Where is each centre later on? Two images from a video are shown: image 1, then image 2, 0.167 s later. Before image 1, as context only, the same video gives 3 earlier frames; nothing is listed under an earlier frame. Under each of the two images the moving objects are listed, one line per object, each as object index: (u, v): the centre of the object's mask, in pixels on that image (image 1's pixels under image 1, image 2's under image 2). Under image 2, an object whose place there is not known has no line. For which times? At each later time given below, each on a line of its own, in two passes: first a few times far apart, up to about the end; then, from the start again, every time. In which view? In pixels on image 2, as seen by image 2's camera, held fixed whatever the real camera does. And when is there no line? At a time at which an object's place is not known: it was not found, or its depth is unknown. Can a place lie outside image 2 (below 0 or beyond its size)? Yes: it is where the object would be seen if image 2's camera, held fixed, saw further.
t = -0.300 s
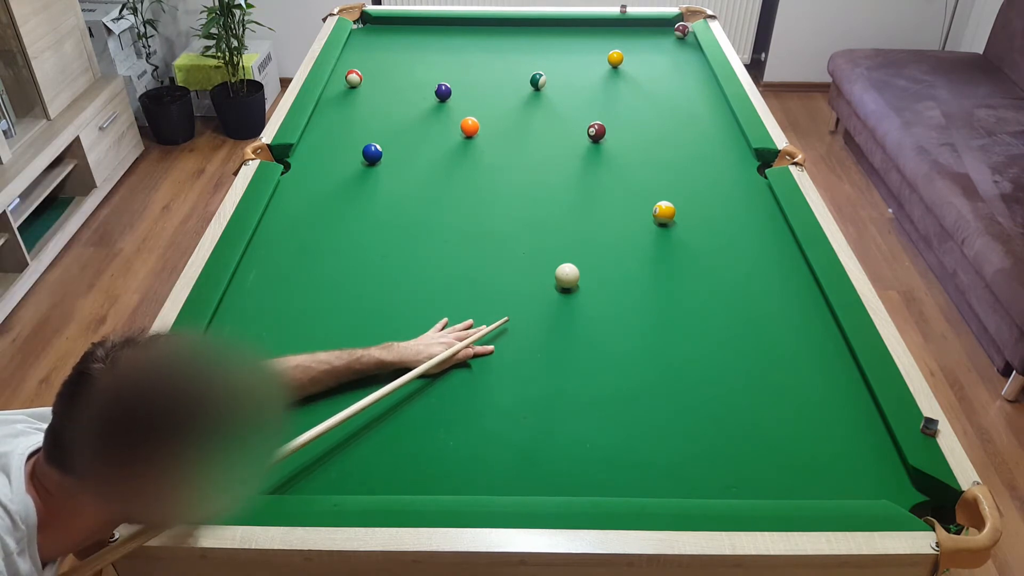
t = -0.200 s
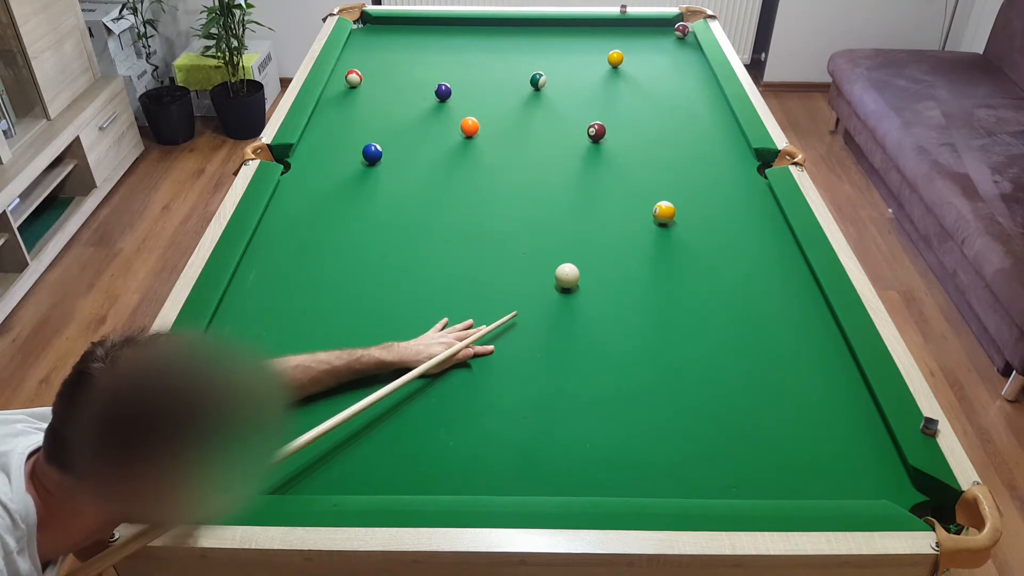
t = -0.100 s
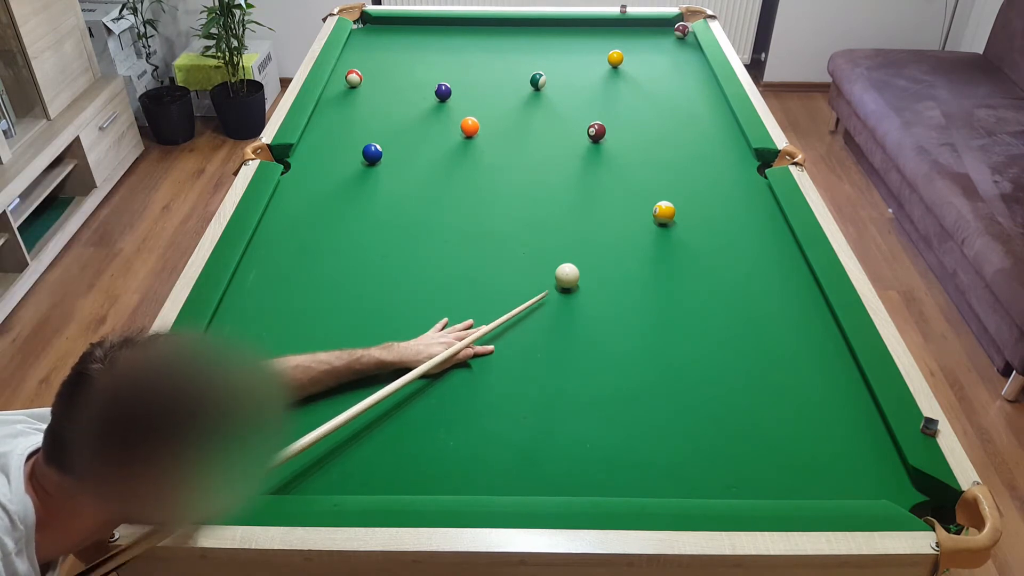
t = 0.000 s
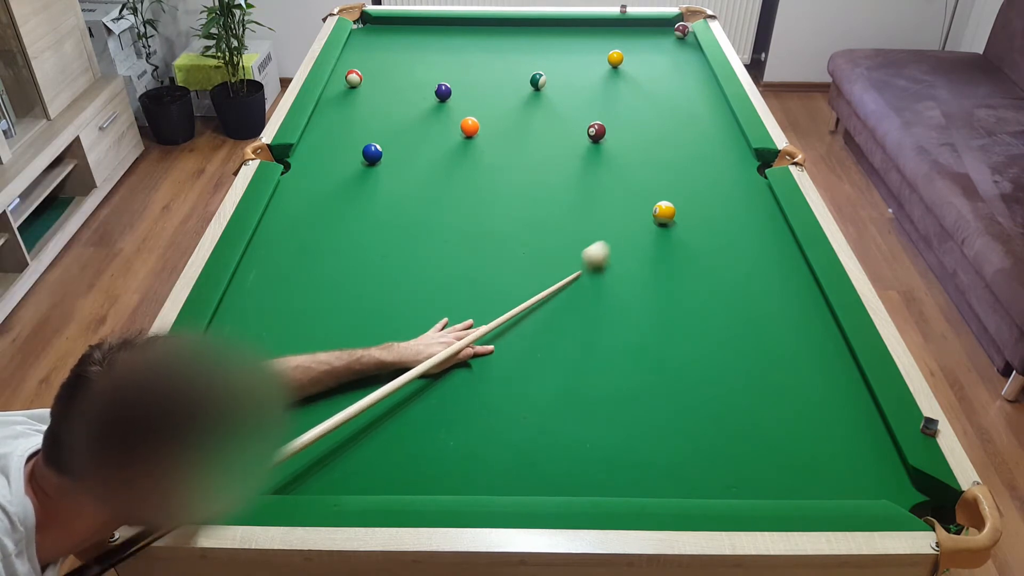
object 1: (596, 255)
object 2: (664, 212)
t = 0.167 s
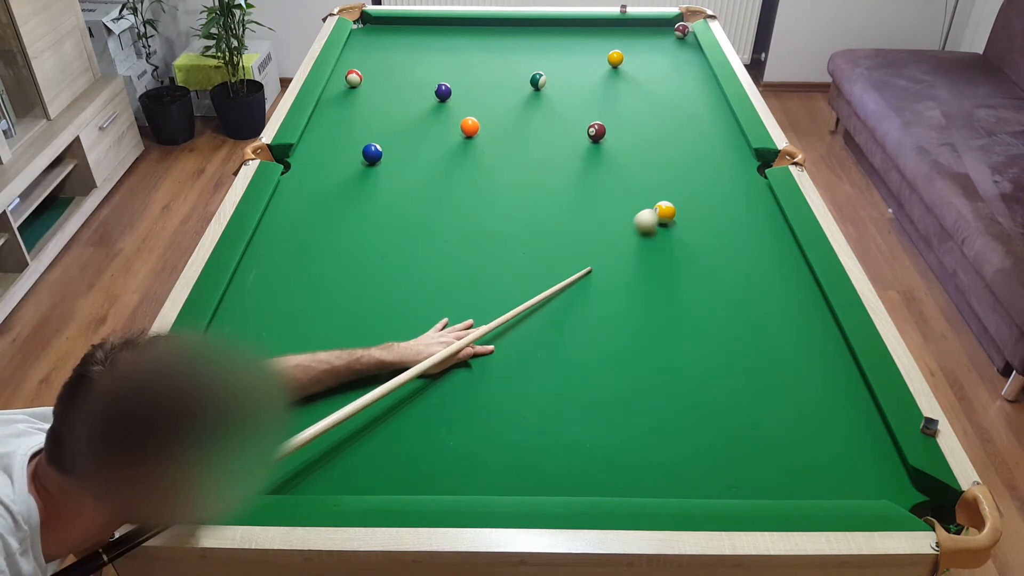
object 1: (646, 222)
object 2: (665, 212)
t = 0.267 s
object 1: (647, 217)
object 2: (682, 203)
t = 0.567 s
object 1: (645, 210)
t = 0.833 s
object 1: (643, 206)
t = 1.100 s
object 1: (641, 203)
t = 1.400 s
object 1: (641, 201)
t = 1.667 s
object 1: (641, 201)
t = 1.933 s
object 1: (641, 201)
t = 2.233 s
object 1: (641, 201)
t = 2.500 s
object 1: (641, 201)
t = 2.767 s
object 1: (641, 201)
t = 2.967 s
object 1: (641, 201)
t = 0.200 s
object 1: (648, 219)
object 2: (670, 209)
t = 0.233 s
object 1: (647, 218)
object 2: (677, 205)
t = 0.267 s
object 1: (647, 217)
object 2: (682, 203)
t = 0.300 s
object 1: (647, 217)
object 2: (688, 200)
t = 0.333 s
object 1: (647, 216)
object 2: (693, 197)
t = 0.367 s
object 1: (646, 215)
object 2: (698, 195)
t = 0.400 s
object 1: (646, 214)
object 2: (703, 192)
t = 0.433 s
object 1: (646, 213)
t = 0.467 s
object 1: (645, 213)
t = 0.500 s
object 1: (645, 212)
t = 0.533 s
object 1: (645, 211)
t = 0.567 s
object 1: (645, 210)
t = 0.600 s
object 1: (644, 210)
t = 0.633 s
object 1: (644, 209)
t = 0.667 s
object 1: (644, 208)
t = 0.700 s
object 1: (644, 208)
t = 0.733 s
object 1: (643, 207)
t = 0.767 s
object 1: (643, 207)
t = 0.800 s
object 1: (643, 206)
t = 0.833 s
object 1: (643, 206)
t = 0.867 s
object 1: (643, 205)
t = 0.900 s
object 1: (642, 205)
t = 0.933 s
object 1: (642, 205)
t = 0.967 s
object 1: (642, 204)
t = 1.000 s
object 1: (642, 204)
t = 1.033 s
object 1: (642, 203)
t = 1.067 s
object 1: (641, 203)
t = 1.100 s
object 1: (641, 203)
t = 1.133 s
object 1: (641, 203)
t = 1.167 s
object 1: (641, 202)
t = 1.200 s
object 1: (641, 202)
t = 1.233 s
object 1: (641, 202)
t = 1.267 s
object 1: (641, 202)
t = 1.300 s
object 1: (641, 202)
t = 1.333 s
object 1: (641, 201)
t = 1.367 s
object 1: (641, 201)
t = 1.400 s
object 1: (641, 201)
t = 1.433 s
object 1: (641, 201)
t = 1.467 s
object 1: (641, 201)
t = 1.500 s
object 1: (641, 201)
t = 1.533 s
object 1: (641, 201)
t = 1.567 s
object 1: (641, 202)
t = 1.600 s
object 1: (641, 201)
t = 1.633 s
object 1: (641, 201)
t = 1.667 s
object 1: (641, 201)
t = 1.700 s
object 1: (641, 201)
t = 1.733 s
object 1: (641, 201)
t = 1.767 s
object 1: (641, 201)
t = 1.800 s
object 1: (641, 201)
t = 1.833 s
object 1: (641, 201)
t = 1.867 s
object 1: (641, 201)
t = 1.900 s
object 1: (641, 201)
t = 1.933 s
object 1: (641, 201)
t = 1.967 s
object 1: (641, 201)
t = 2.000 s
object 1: (641, 201)
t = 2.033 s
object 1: (641, 201)
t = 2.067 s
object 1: (641, 201)
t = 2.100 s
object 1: (641, 201)
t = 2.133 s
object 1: (641, 201)
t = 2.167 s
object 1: (641, 201)
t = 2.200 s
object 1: (641, 201)
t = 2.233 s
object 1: (641, 201)
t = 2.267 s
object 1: (641, 201)
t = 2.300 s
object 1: (641, 201)
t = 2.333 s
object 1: (641, 201)
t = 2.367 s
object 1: (641, 201)
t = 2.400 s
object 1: (641, 201)
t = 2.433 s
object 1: (641, 201)
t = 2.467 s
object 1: (641, 201)
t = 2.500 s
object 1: (641, 201)
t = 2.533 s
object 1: (641, 201)
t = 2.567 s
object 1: (641, 201)
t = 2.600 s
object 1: (641, 201)
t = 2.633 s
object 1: (641, 201)
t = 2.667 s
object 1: (641, 201)
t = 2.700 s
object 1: (641, 201)
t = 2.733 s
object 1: (641, 201)
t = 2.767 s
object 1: (641, 201)
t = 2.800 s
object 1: (641, 201)
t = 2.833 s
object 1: (641, 201)
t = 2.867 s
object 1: (641, 201)
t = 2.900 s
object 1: (641, 201)
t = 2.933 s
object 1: (641, 201)
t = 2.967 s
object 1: (641, 201)
